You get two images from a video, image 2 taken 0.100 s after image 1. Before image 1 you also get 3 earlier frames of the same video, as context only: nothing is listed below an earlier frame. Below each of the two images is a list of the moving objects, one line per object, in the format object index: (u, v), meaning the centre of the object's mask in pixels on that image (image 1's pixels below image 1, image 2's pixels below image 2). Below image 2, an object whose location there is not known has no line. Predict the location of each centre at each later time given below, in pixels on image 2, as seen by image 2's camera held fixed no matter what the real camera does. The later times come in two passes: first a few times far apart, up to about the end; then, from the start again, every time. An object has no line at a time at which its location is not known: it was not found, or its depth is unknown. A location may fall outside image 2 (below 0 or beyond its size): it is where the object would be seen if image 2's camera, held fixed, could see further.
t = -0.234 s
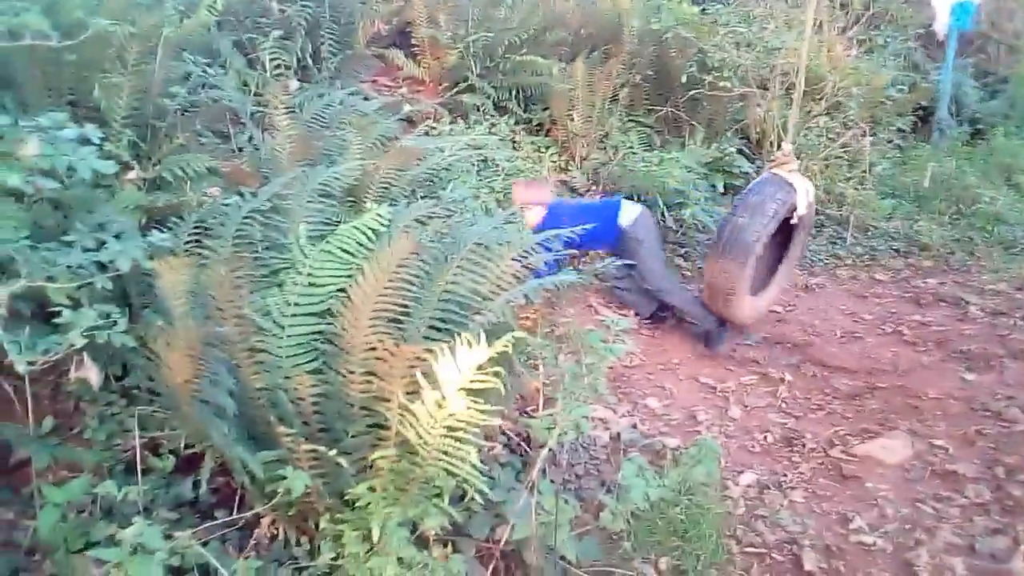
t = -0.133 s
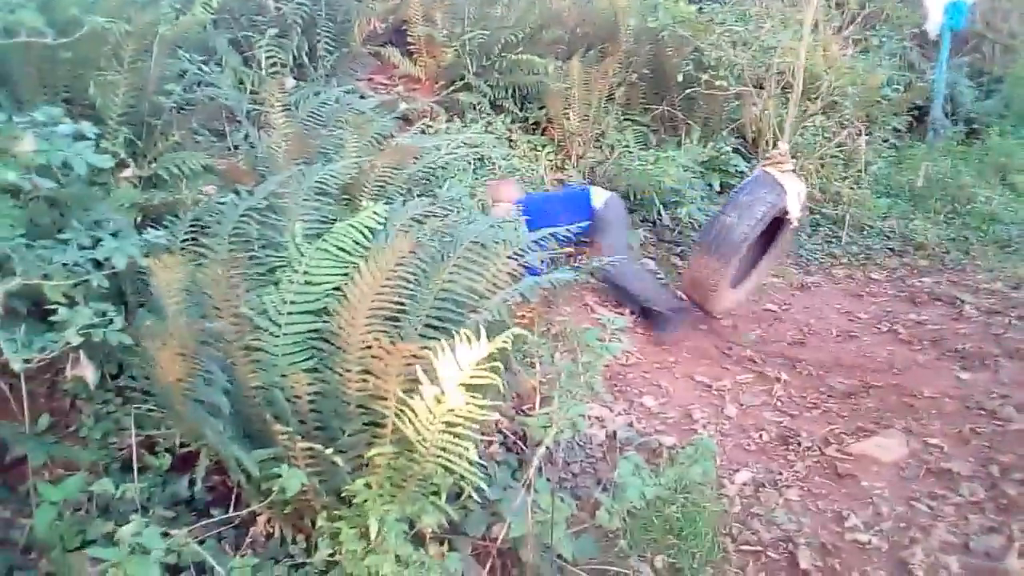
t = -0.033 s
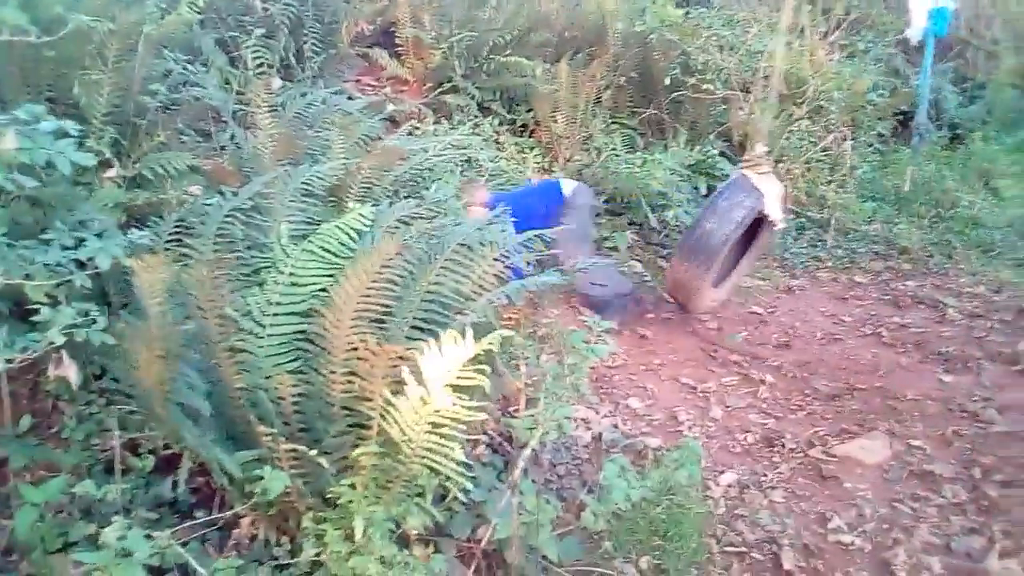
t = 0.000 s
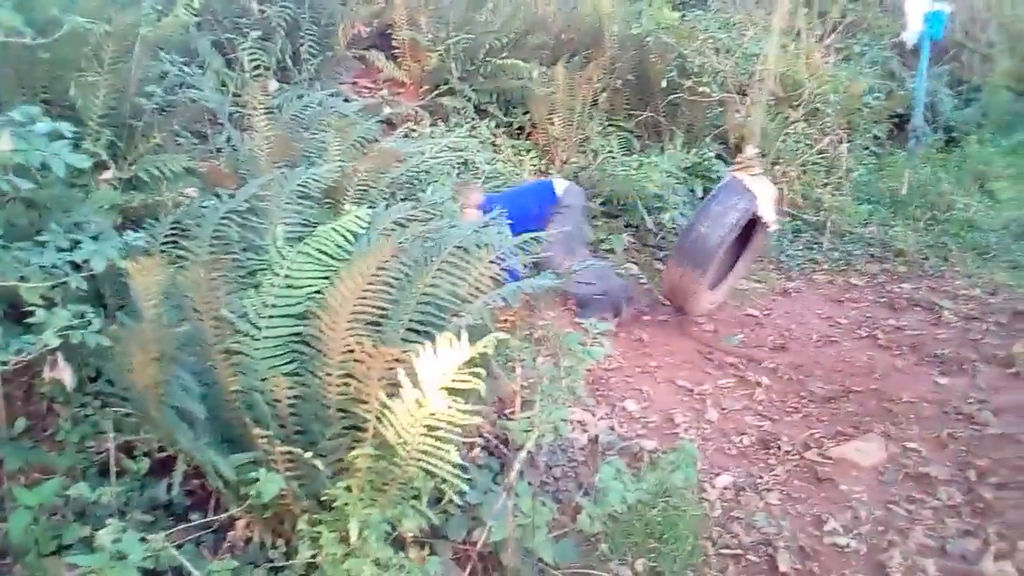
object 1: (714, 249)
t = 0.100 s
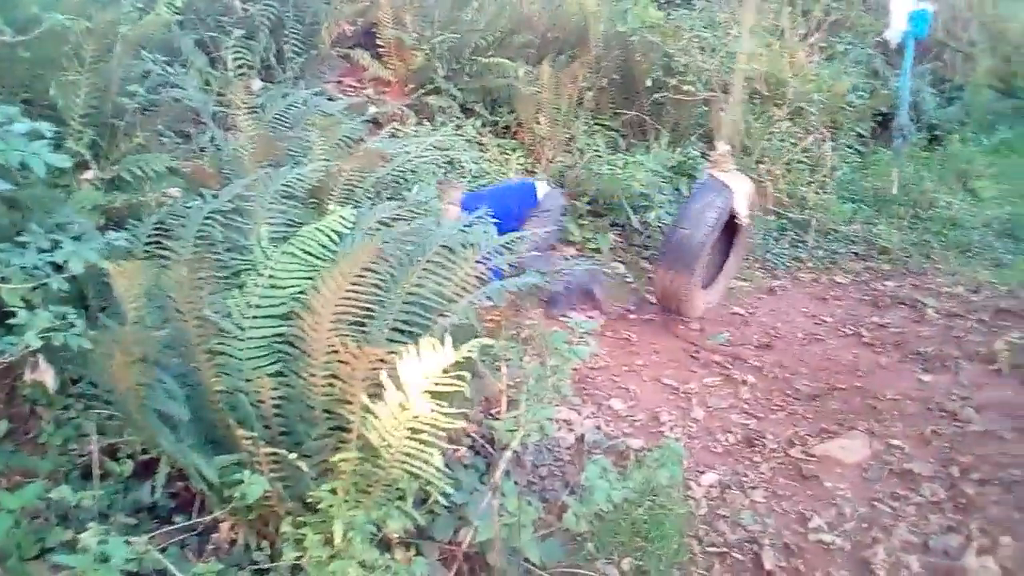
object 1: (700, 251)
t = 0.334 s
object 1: (727, 252)
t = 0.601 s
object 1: (784, 254)
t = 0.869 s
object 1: (862, 264)
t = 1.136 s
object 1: (940, 264)
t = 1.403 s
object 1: (1000, 259)
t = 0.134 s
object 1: (703, 250)
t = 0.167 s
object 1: (705, 250)
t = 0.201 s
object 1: (710, 249)
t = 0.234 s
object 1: (714, 249)
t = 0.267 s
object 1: (718, 249)
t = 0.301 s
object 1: (722, 250)
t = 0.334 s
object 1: (727, 252)
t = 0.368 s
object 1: (732, 253)
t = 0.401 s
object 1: (737, 254)
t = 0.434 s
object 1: (745, 254)
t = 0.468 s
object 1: (751, 255)
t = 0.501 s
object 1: (758, 255)
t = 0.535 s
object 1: (766, 254)
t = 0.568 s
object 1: (775, 255)
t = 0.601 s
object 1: (784, 254)
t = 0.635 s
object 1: (792, 257)
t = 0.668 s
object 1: (801, 259)
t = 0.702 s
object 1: (810, 261)
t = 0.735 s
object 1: (821, 262)
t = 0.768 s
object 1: (831, 263)
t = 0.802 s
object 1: (841, 264)
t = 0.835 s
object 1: (852, 264)
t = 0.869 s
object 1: (862, 264)
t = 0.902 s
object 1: (873, 264)
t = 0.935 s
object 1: (884, 264)
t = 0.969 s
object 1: (894, 264)
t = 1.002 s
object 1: (903, 264)
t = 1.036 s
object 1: (912, 265)
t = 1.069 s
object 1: (921, 266)
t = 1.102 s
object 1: (931, 264)
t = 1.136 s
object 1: (940, 264)
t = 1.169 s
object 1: (949, 262)
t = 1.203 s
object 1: (958, 260)
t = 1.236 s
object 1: (966, 261)
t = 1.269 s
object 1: (973, 260)
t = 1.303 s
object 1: (981, 259)
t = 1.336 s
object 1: (988, 260)
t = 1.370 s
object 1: (994, 259)
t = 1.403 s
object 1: (1000, 259)
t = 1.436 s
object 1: (1004, 259)
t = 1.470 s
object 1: (1008, 258)
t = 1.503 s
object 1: (1012, 259)
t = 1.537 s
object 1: (1014, 260)
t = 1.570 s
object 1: (1015, 259)
